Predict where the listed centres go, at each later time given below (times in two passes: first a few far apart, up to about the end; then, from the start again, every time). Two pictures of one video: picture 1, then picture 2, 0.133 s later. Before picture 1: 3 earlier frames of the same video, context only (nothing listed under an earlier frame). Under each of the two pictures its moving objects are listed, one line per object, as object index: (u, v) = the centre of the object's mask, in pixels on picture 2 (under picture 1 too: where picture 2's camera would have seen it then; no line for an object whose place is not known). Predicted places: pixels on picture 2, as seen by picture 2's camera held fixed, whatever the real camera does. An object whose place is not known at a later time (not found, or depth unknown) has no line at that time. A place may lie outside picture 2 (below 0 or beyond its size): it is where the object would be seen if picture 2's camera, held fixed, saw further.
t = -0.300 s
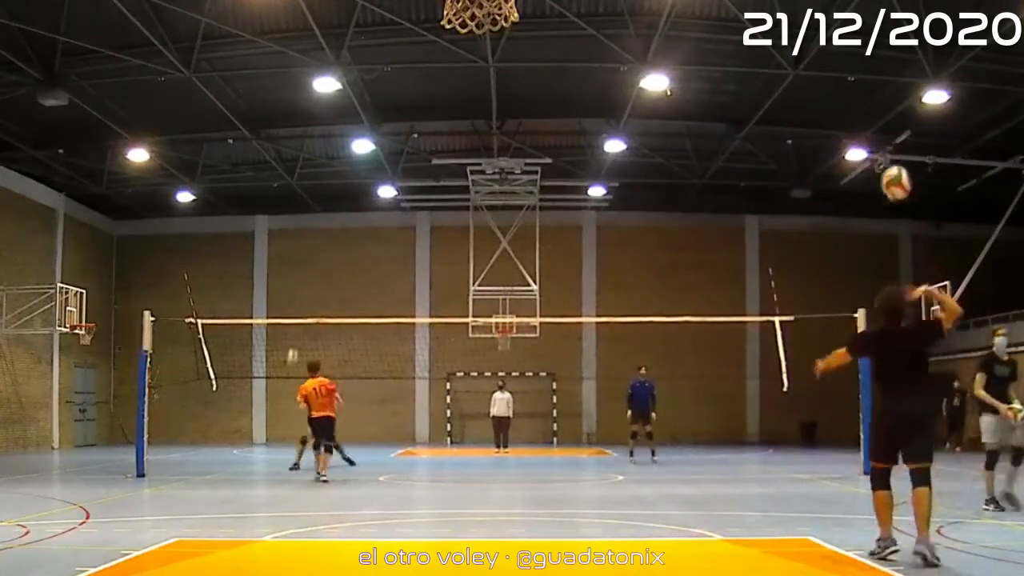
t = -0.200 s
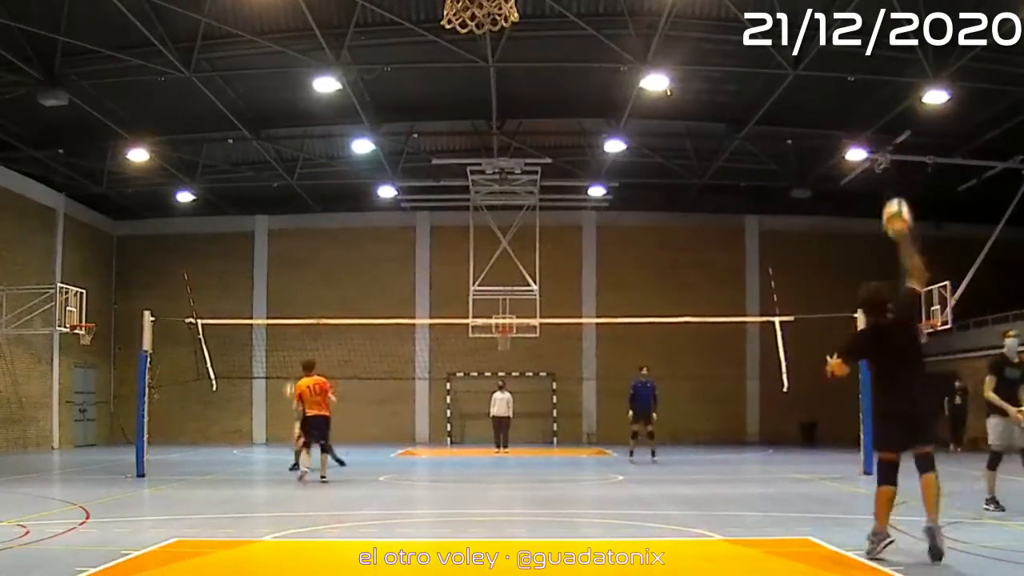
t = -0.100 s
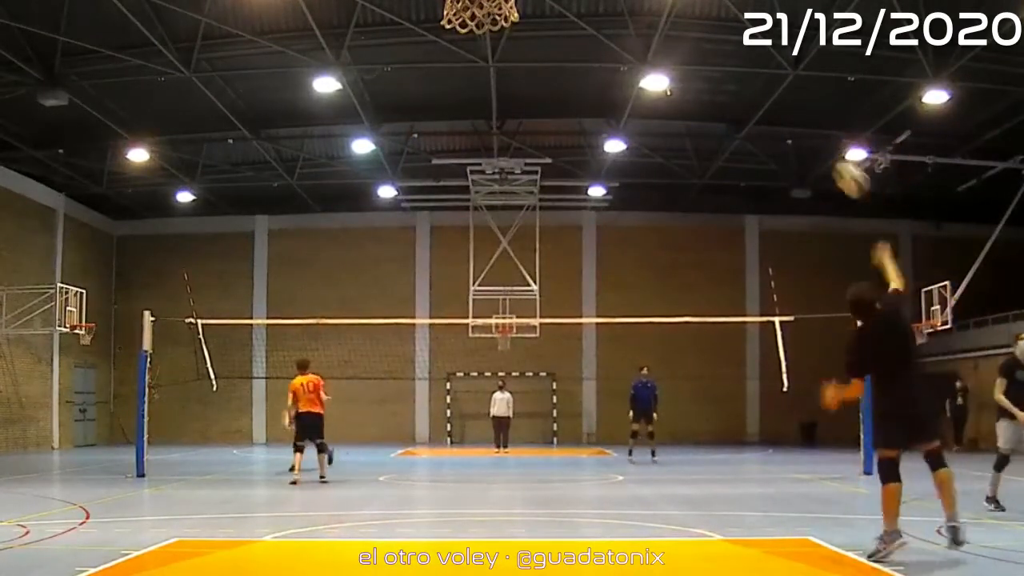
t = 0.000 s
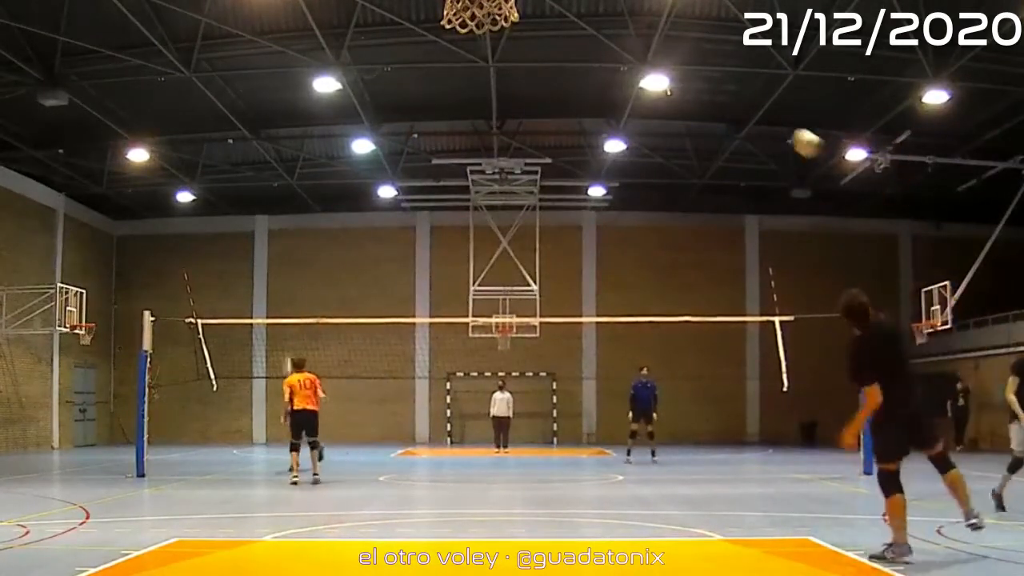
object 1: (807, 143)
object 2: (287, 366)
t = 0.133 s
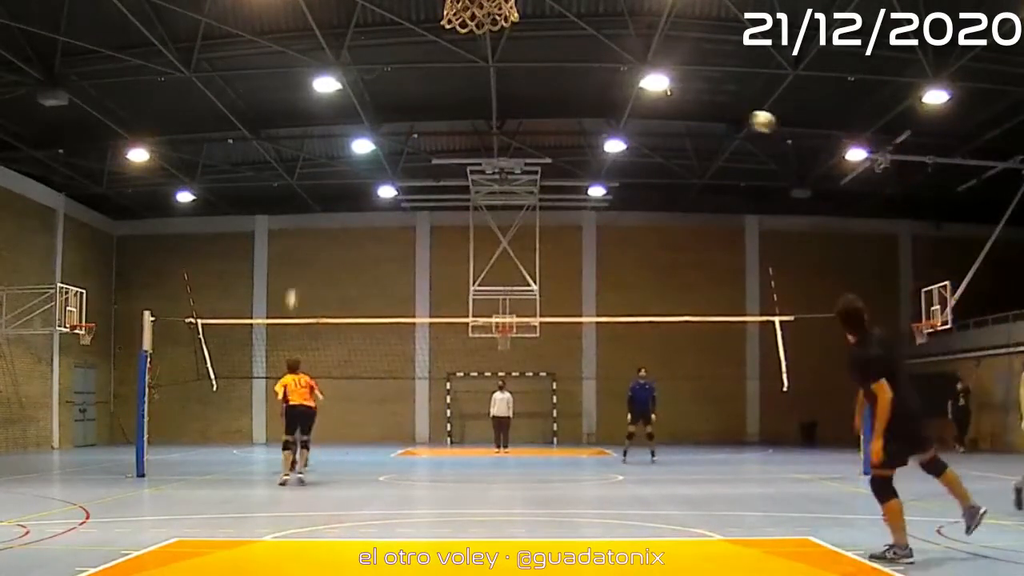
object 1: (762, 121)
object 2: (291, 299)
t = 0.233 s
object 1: (738, 119)
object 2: (293, 256)
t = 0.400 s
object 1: (712, 131)
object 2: (297, 195)
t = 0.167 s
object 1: (754, 120)
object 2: (292, 283)
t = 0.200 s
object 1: (745, 118)
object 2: (292, 270)
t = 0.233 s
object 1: (738, 119)
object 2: (293, 256)
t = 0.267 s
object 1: (732, 119)
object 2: (294, 242)
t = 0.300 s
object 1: (726, 121)
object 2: (294, 229)
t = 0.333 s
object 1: (721, 124)
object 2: (295, 218)
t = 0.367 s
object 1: (716, 127)
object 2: (296, 205)
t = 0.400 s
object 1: (712, 131)
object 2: (297, 195)
